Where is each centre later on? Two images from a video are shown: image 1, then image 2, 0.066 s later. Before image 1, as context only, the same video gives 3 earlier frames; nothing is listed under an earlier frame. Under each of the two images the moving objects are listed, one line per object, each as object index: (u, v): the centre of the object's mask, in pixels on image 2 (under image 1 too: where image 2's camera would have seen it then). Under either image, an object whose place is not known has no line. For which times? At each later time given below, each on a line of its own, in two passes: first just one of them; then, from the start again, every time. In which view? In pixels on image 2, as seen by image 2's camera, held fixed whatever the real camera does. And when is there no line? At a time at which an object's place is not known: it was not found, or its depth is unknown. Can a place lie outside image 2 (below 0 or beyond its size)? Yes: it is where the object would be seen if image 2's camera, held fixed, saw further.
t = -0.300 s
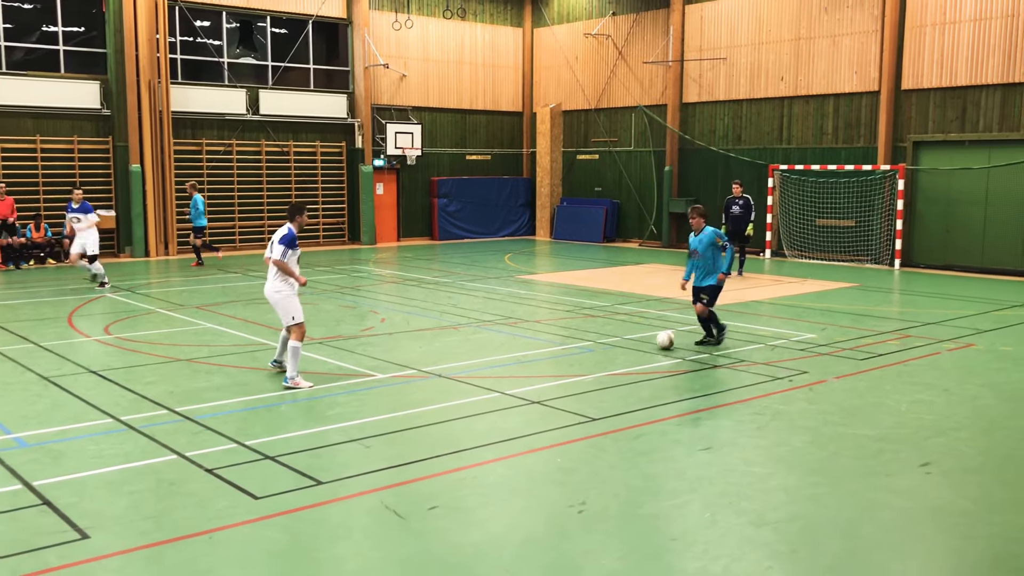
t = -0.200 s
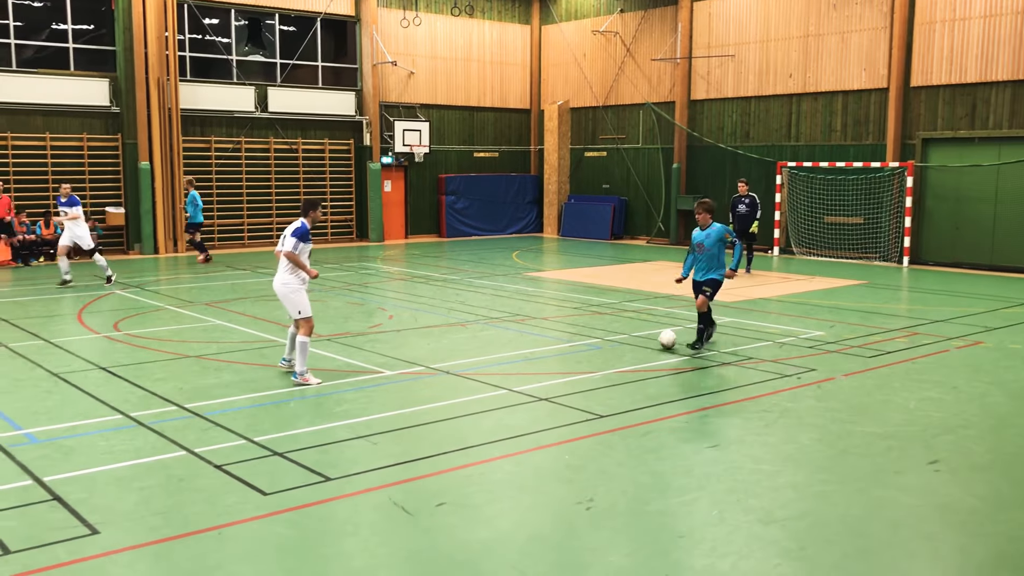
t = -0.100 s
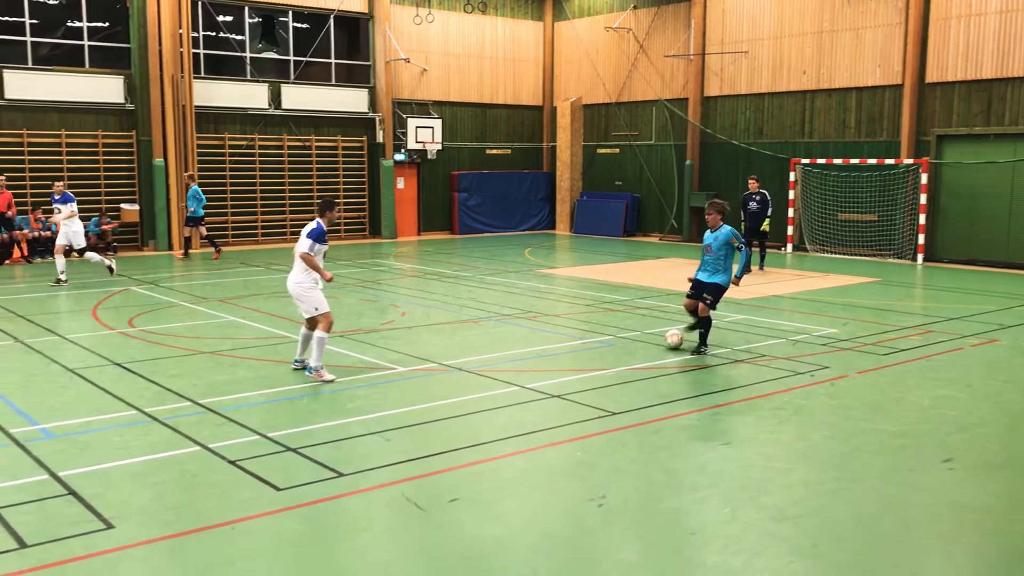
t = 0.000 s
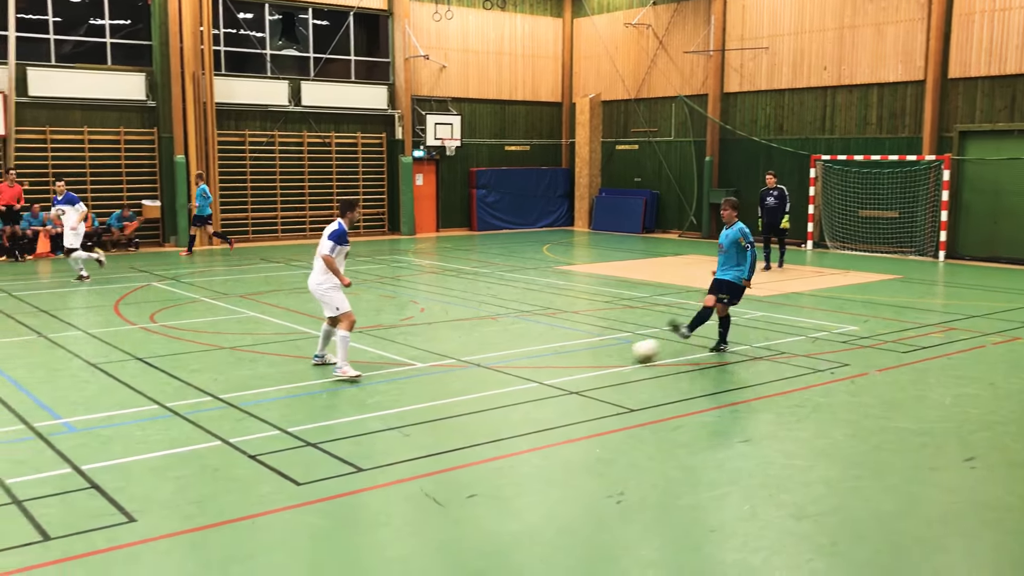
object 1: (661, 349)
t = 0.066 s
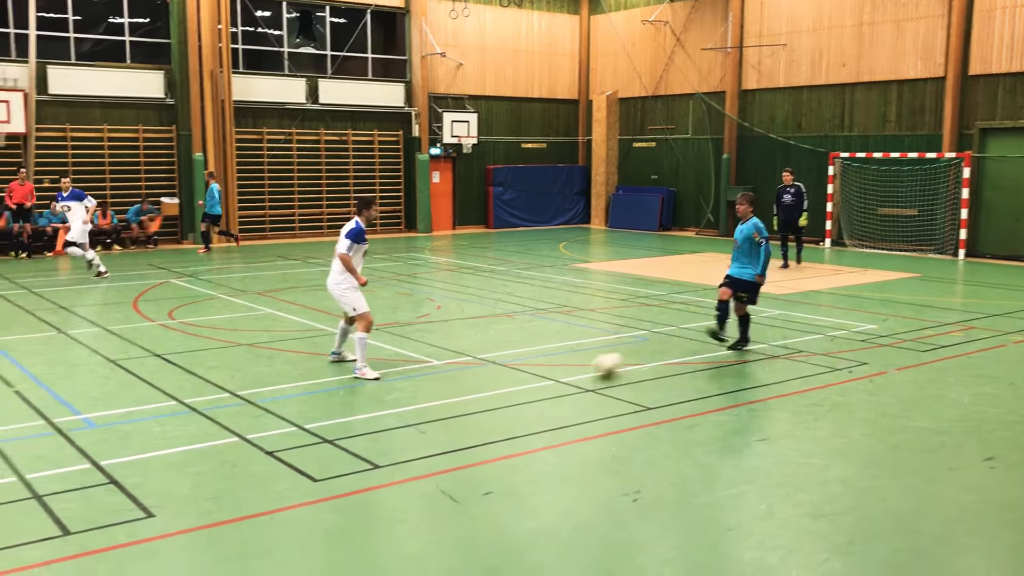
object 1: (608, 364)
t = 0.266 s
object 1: (393, 431)
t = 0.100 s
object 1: (577, 374)
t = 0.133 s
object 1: (545, 385)
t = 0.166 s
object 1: (510, 395)
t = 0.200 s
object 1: (474, 405)
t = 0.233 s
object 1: (434, 418)
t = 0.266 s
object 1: (393, 431)
